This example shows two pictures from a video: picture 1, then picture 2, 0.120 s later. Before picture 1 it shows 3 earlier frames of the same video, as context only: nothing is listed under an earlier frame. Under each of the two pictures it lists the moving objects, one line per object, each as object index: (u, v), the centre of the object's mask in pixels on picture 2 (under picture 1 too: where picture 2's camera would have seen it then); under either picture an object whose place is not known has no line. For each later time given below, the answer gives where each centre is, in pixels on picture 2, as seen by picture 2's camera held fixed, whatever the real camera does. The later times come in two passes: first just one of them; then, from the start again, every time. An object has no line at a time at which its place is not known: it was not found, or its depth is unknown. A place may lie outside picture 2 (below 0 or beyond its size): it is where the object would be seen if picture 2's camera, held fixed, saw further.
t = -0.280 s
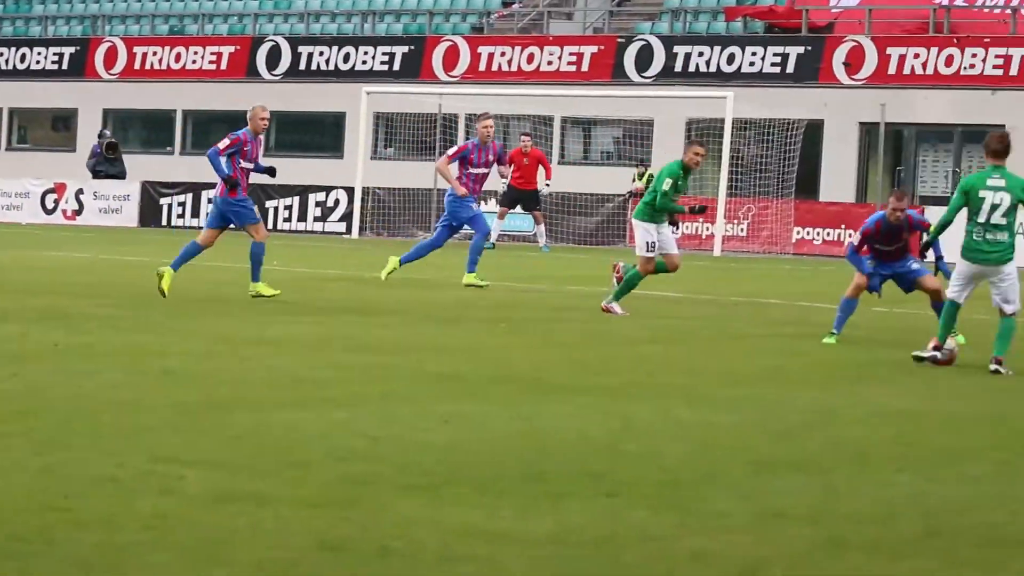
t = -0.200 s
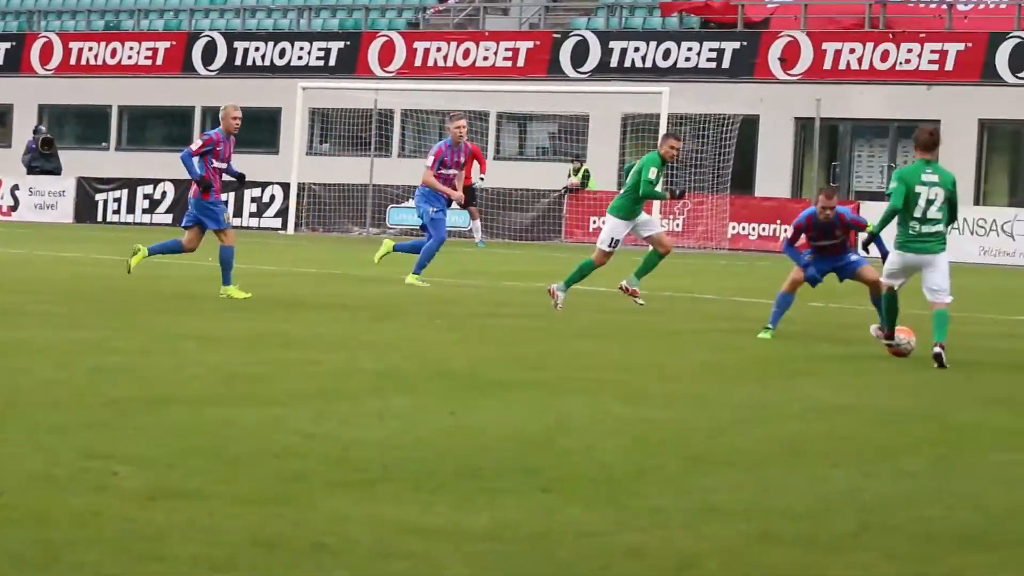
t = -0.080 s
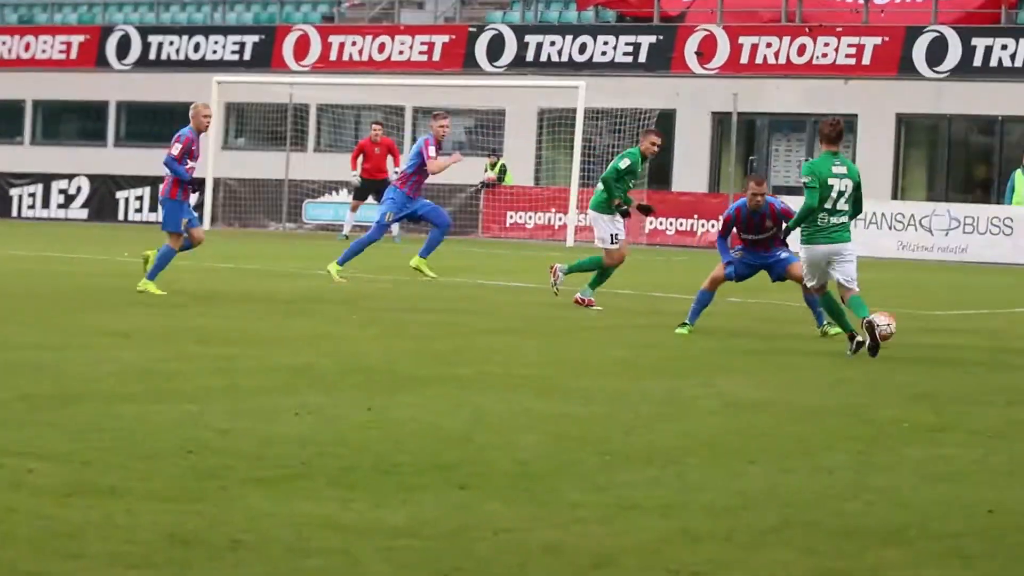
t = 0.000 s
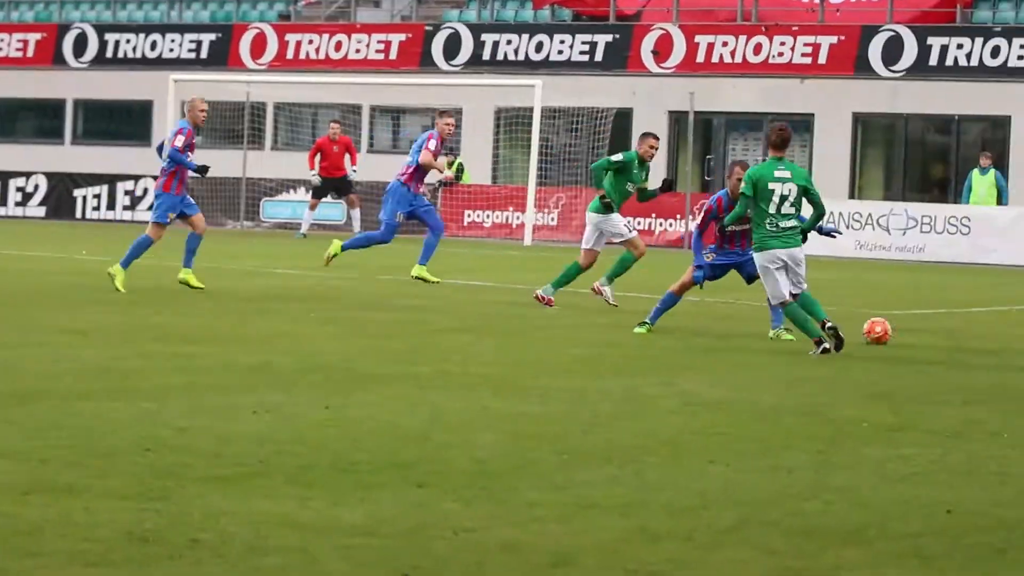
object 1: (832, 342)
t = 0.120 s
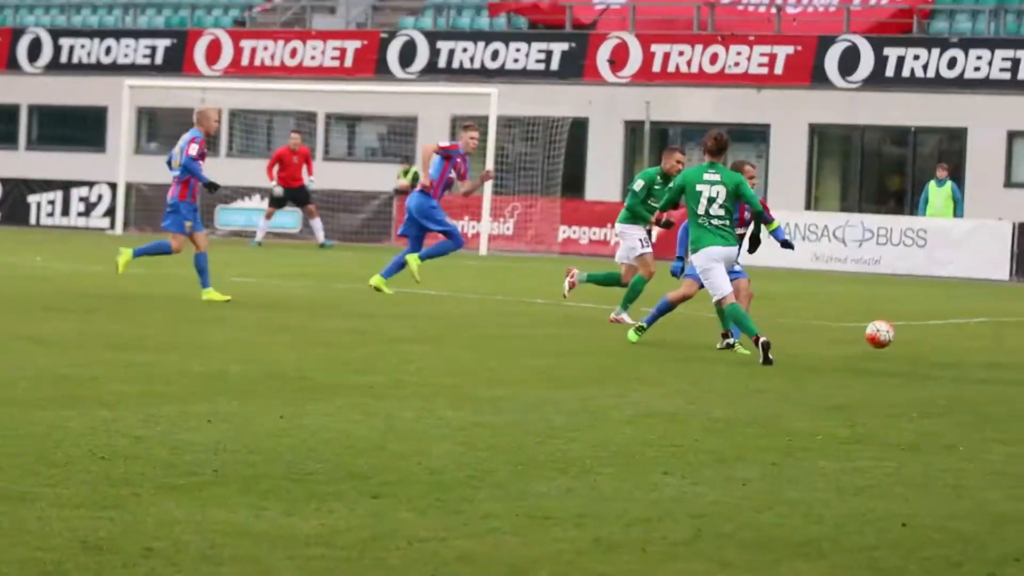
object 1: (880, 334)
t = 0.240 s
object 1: (925, 337)
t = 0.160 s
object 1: (895, 334)
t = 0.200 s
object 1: (910, 337)
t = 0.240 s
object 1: (925, 337)
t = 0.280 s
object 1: (938, 335)
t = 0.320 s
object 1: (952, 334)
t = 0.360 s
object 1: (967, 335)
